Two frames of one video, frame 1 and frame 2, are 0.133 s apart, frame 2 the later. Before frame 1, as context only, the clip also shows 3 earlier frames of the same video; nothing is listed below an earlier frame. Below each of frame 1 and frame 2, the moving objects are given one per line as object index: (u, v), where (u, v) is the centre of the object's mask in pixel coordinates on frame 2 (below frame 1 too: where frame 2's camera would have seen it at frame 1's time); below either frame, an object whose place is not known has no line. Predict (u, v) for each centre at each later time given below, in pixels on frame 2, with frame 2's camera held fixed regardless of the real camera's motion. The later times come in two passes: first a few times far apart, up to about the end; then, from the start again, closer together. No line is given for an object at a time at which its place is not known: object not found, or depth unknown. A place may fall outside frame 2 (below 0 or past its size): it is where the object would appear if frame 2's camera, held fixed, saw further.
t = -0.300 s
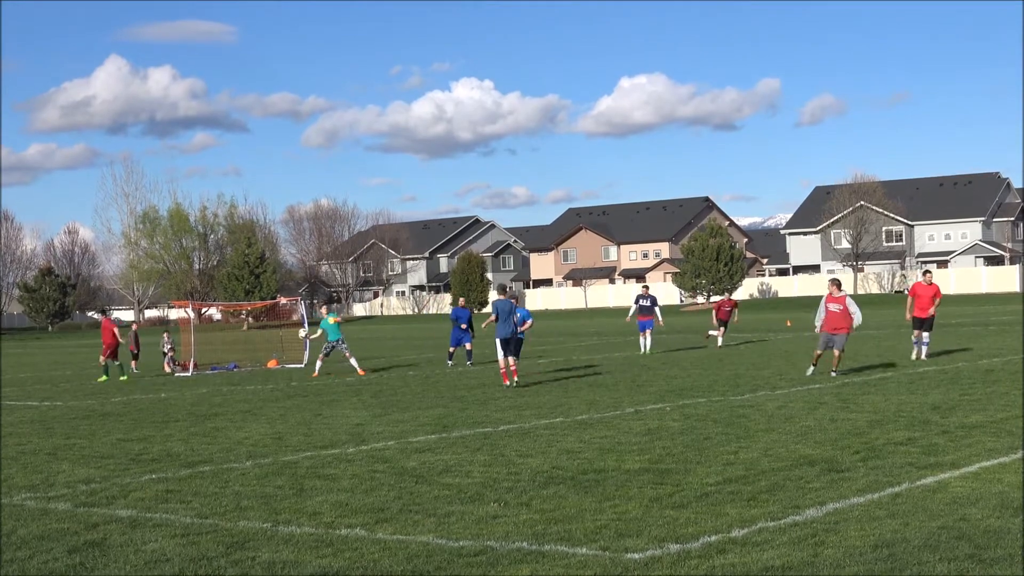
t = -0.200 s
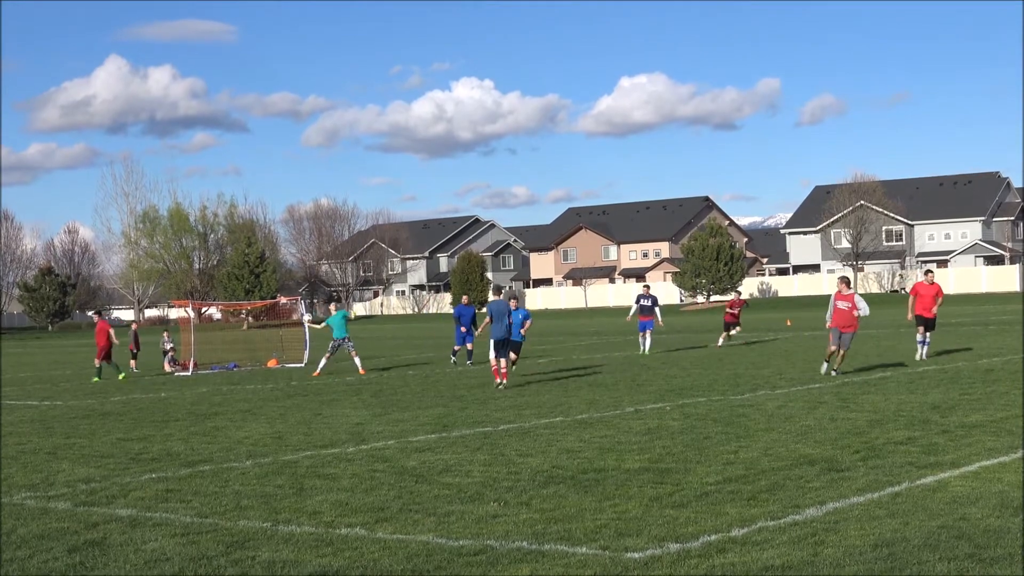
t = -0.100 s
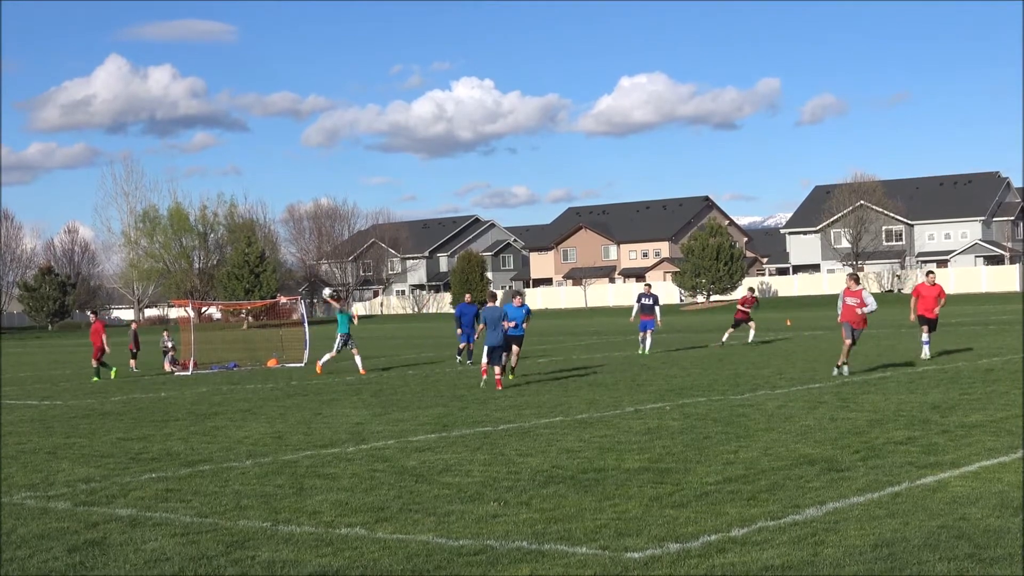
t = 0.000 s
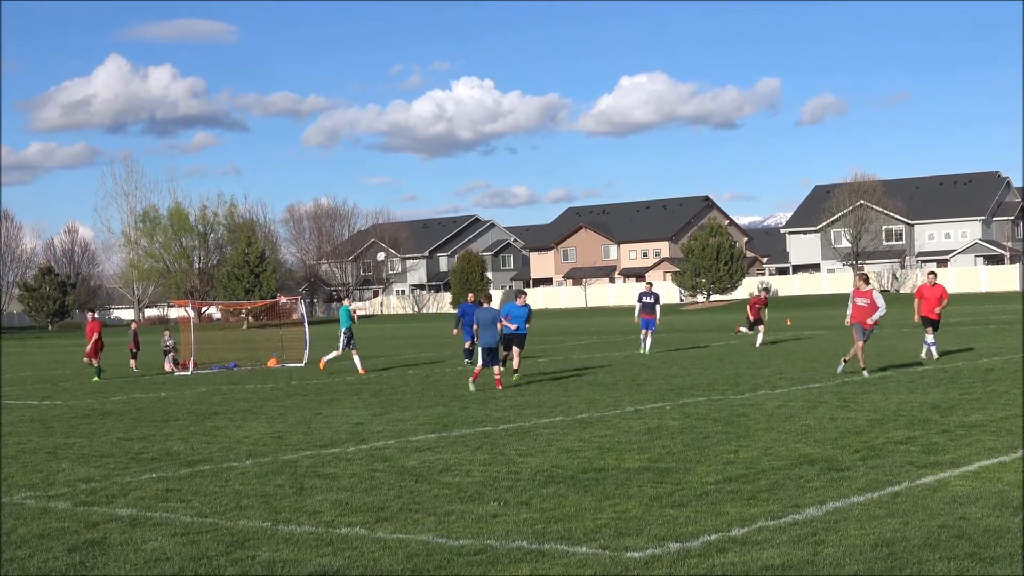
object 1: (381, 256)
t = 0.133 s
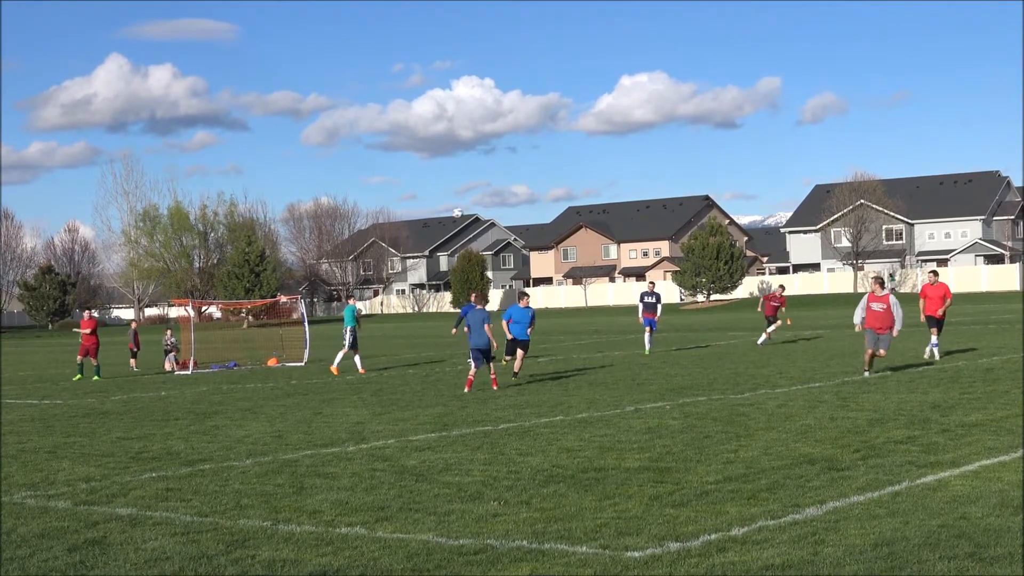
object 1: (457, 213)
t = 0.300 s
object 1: (556, 167)
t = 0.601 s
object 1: (744, 109)
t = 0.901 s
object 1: (951, 88)
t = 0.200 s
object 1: (497, 193)
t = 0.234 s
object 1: (516, 184)
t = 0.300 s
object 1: (556, 167)
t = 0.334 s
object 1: (576, 159)
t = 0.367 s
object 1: (596, 151)
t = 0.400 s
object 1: (617, 144)
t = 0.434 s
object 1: (637, 137)
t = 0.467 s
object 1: (658, 131)
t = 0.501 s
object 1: (679, 125)
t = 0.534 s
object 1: (700, 119)
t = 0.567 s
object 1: (722, 113)
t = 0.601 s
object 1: (744, 109)
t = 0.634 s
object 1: (765, 105)
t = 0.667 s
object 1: (788, 101)
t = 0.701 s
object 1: (810, 98)
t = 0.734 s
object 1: (833, 95)
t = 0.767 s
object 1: (857, 92)
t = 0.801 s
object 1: (880, 91)
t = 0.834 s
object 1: (904, 89)
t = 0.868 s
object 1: (928, 88)
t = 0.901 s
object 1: (951, 88)
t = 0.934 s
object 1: (977, 89)
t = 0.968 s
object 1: (1002, 90)
